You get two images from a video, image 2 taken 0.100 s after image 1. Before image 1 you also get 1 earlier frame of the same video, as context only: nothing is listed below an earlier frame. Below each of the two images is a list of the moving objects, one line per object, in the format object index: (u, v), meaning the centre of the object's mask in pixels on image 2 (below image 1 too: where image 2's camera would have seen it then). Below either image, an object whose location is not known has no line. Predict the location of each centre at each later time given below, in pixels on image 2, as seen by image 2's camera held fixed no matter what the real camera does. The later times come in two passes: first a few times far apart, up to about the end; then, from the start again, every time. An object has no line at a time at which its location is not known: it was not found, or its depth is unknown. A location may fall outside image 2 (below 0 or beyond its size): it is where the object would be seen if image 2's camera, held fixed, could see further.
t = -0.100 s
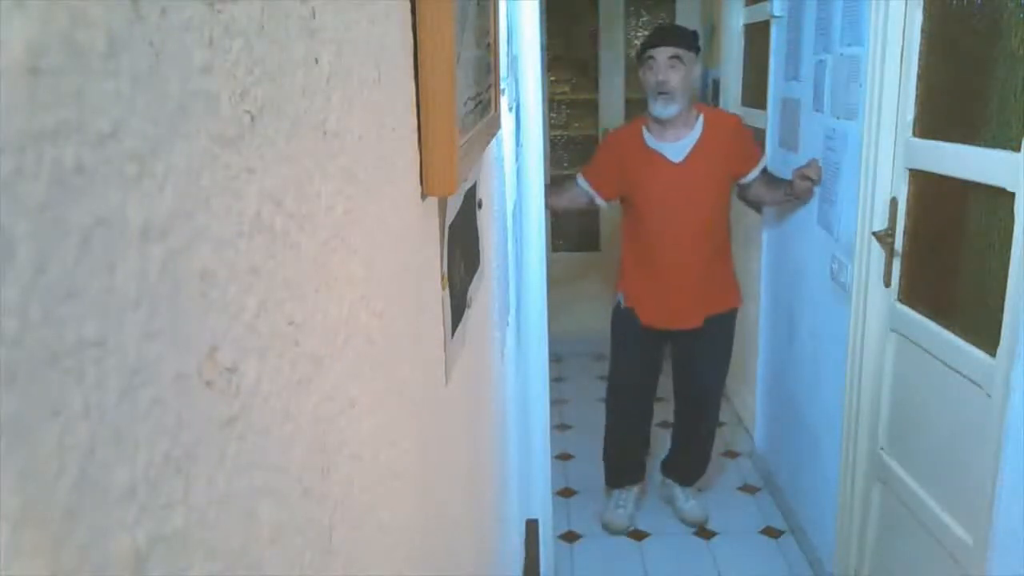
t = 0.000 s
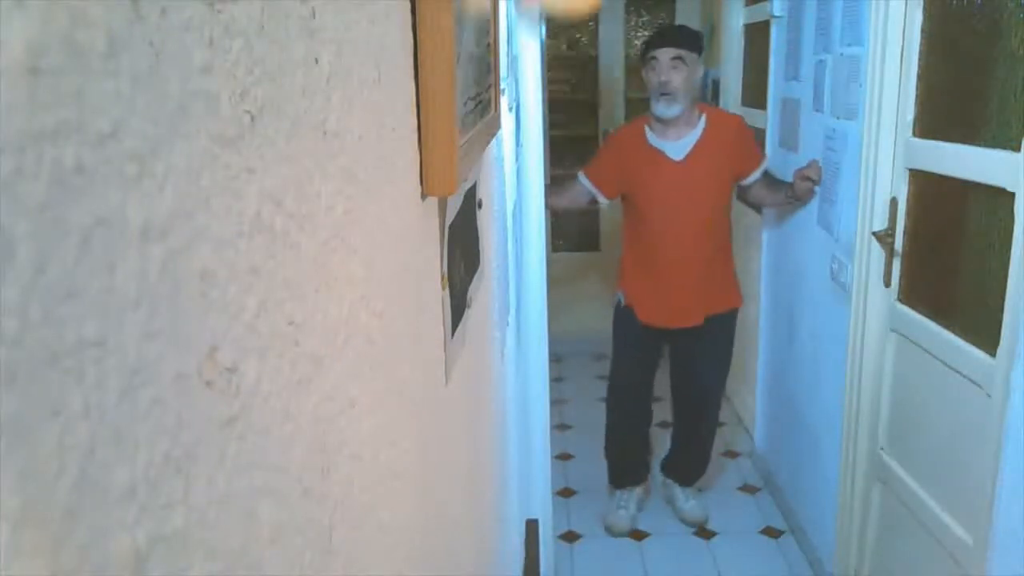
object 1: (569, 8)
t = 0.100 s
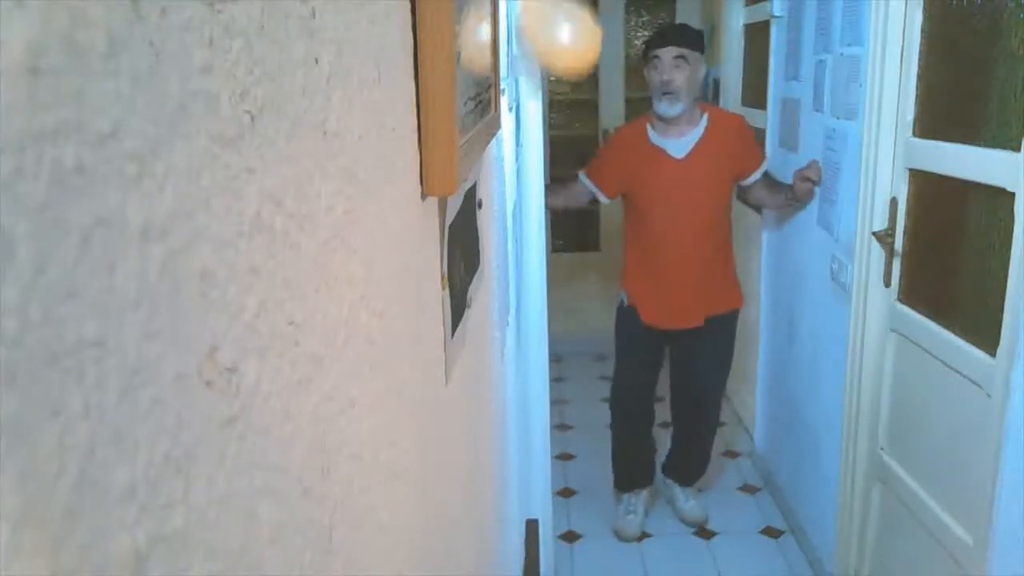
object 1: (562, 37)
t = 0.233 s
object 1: (552, 100)
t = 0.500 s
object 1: (581, 202)
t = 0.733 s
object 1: (606, 319)
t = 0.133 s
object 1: (558, 52)
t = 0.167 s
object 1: (556, 68)
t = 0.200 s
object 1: (554, 85)
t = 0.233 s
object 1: (552, 100)
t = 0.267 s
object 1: (551, 115)
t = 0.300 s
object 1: (554, 126)
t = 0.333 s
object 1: (557, 138)
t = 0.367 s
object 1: (561, 149)
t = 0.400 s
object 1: (565, 162)
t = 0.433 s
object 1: (570, 176)
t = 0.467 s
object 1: (576, 188)
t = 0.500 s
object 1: (581, 202)
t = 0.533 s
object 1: (585, 217)
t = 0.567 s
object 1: (592, 233)
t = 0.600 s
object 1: (596, 249)
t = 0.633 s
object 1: (600, 267)
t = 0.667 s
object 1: (603, 285)
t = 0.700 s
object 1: (605, 302)
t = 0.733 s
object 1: (606, 319)
